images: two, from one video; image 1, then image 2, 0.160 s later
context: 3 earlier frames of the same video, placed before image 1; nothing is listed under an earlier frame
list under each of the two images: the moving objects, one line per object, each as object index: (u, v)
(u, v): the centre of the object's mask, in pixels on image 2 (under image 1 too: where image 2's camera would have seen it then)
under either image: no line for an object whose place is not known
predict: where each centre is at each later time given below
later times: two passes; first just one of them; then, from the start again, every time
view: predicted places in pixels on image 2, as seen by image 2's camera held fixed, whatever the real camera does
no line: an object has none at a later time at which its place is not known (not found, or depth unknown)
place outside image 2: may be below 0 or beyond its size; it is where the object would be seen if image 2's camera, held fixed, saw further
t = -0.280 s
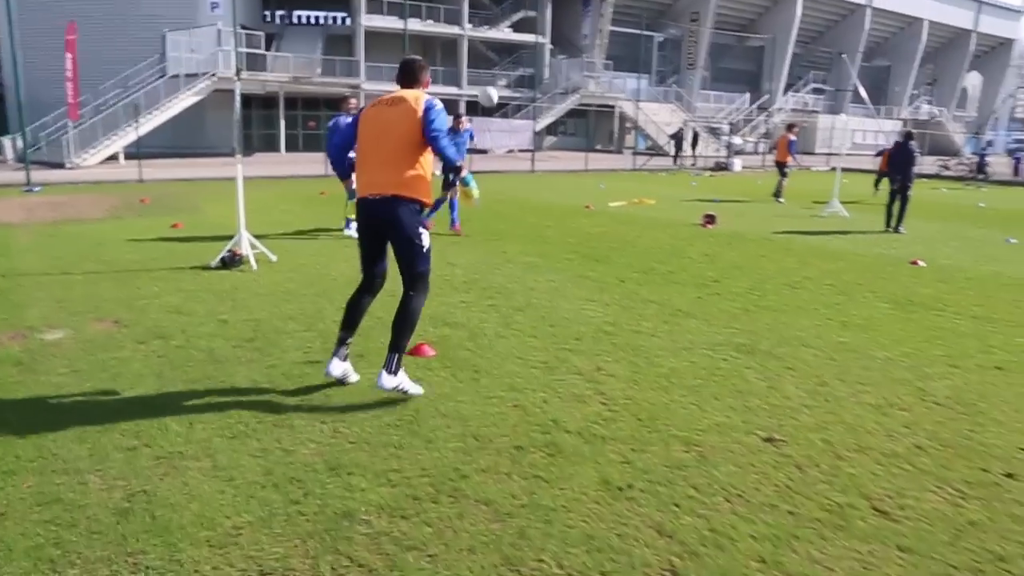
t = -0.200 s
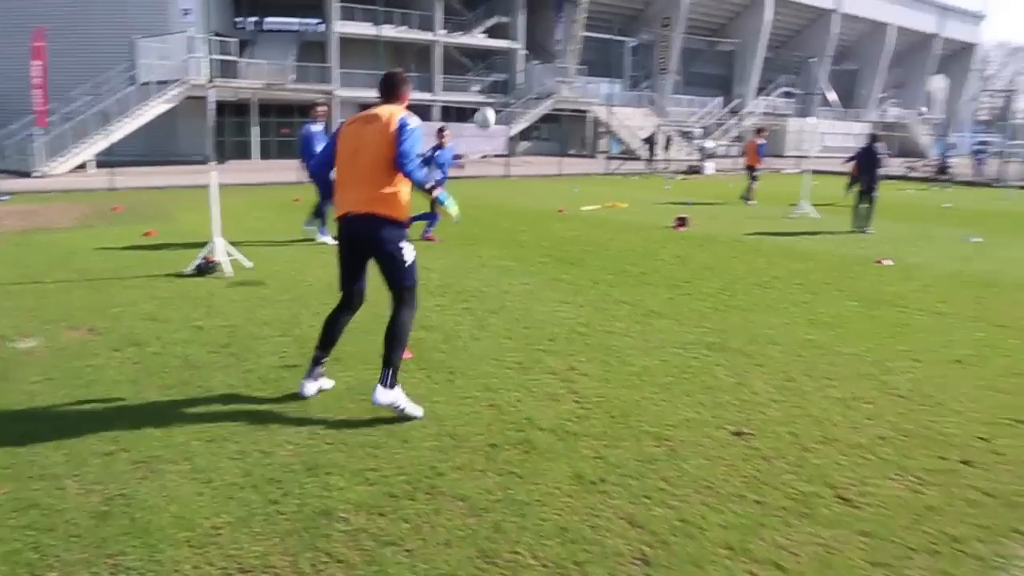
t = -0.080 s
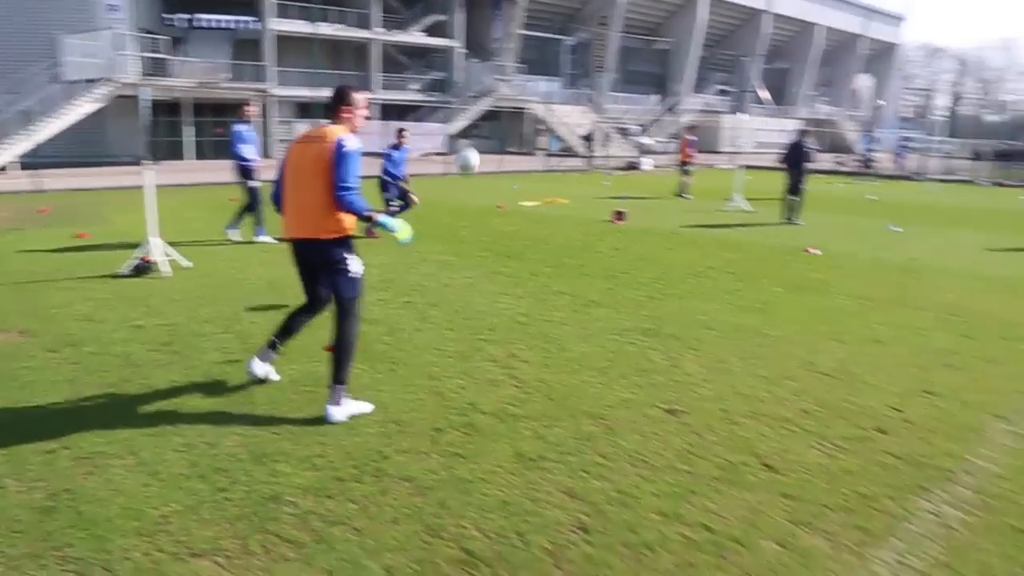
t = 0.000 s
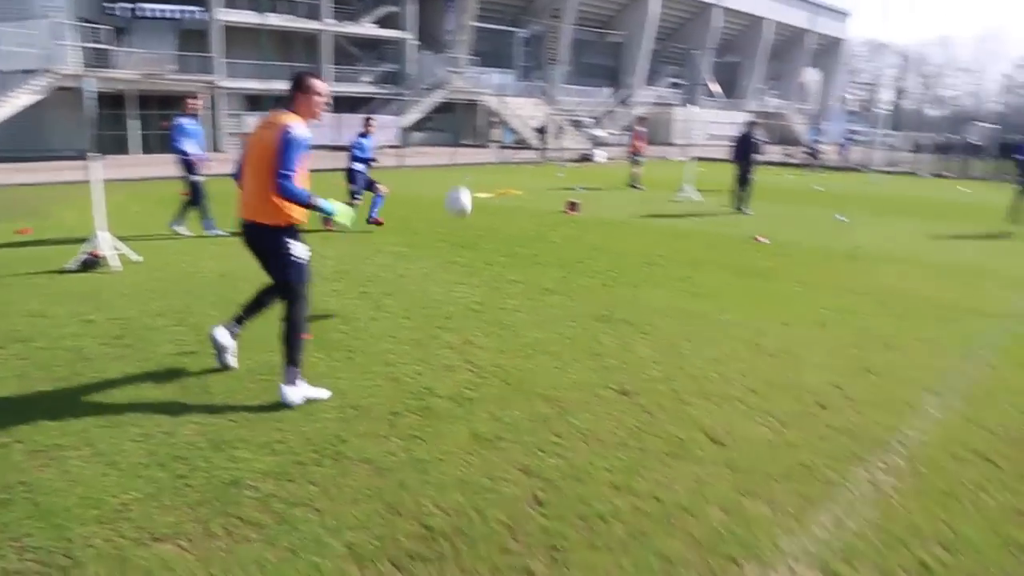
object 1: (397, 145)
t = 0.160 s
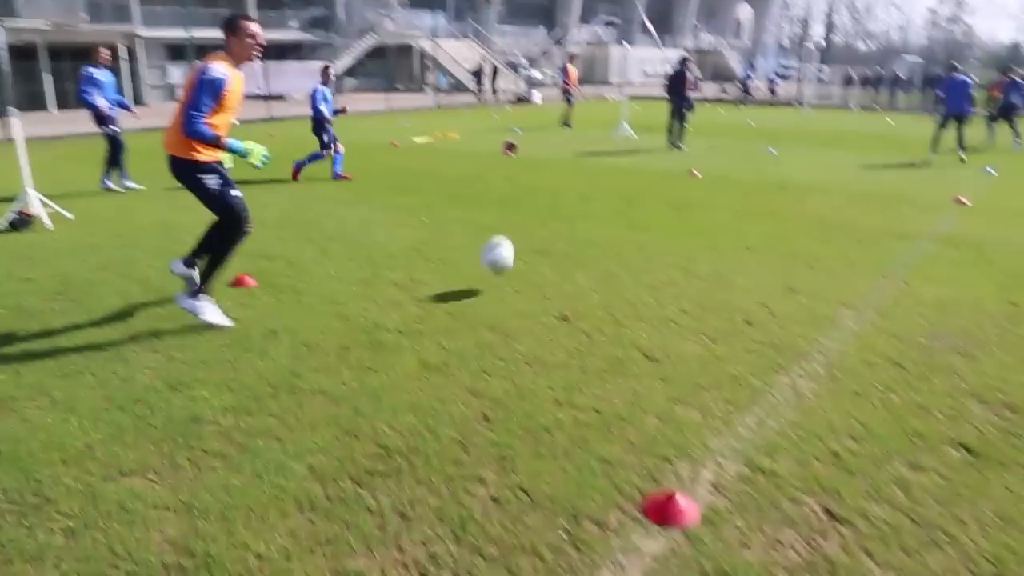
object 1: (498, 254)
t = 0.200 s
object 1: (518, 236)
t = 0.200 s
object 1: (518, 236)
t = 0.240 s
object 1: (541, 219)
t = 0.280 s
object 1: (565, 203)
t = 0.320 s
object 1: (591, 190)
